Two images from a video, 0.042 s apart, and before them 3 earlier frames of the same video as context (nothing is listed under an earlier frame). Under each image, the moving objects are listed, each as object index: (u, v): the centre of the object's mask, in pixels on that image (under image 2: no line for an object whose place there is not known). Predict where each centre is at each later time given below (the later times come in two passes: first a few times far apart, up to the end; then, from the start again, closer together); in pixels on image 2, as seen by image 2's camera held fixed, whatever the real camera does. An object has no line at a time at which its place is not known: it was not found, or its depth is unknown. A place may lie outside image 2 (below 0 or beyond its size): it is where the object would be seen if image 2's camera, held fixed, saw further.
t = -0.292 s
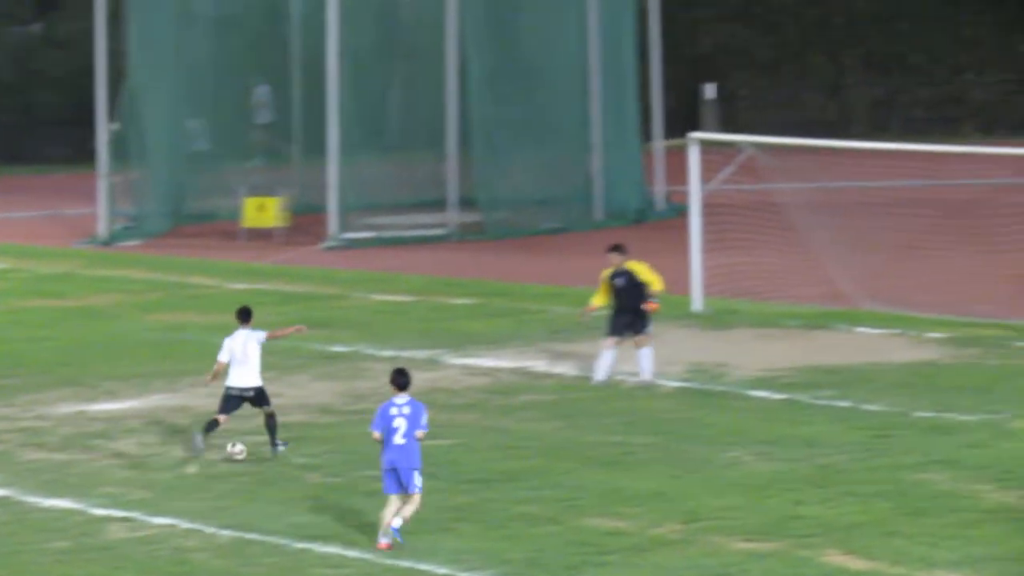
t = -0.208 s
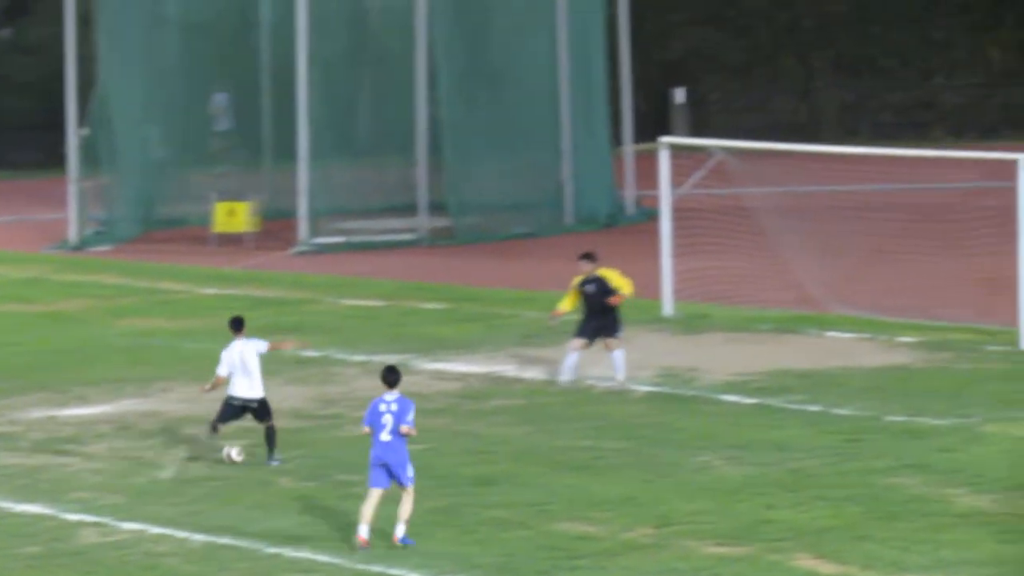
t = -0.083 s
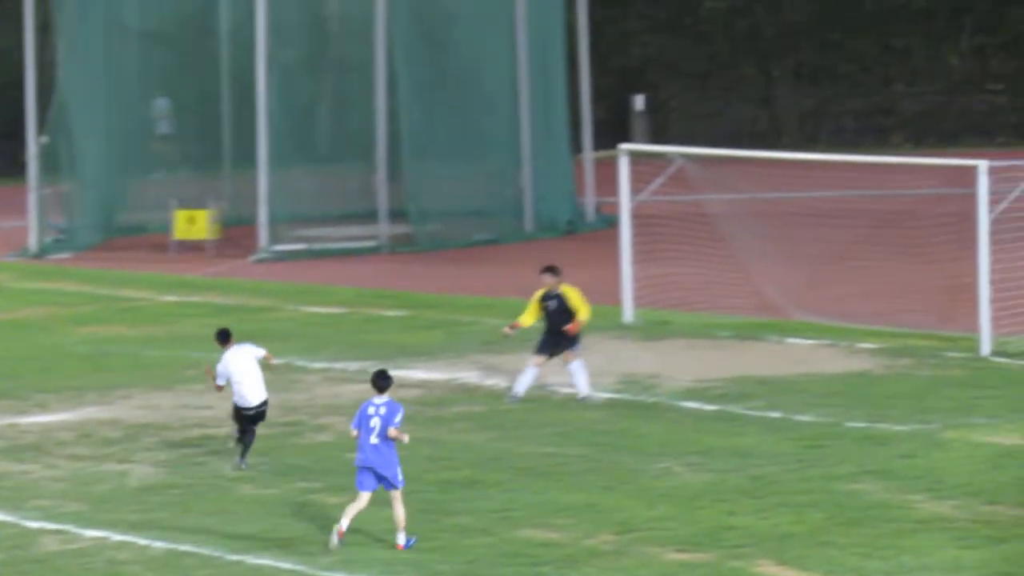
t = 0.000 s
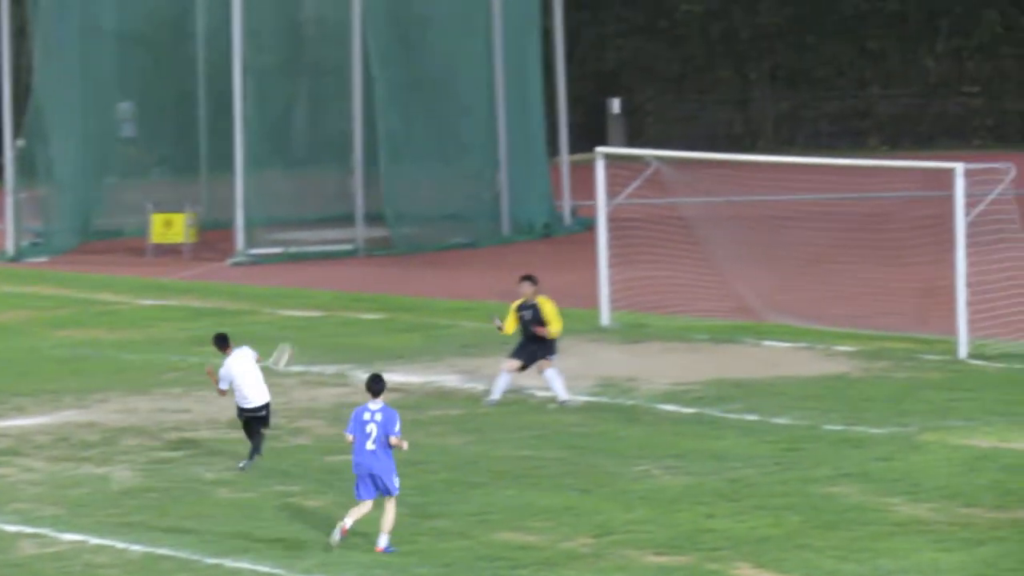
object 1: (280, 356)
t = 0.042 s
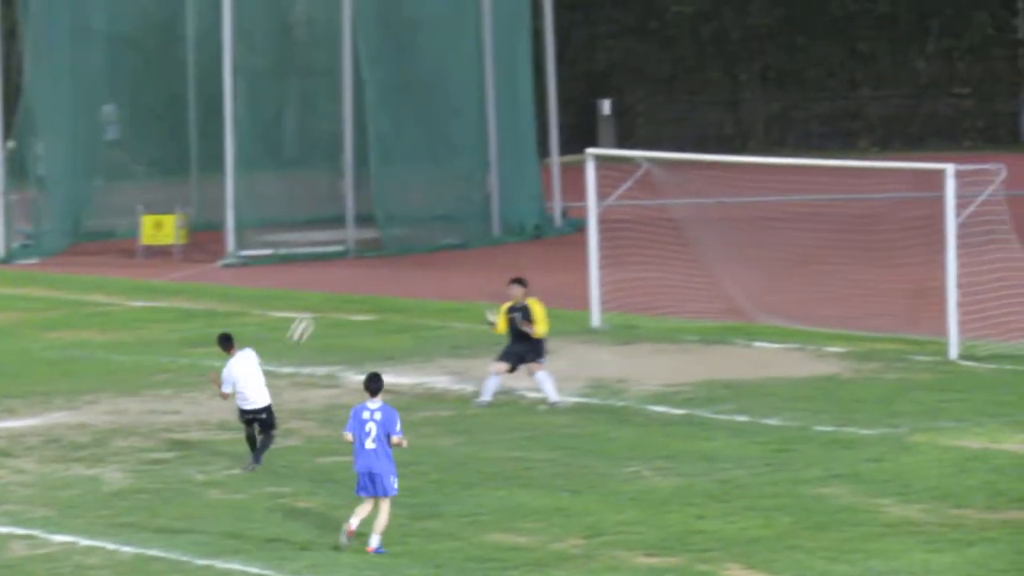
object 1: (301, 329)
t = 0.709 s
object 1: (716, 131)
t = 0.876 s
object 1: (708, 13)
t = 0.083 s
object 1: (328, 304)
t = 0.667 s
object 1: (708, 150)
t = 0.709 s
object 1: (716, 131)
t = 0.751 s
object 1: (714, 100)
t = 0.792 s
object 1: (712, 68)
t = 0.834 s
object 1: (710, 39)
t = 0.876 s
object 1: (708, 13)
